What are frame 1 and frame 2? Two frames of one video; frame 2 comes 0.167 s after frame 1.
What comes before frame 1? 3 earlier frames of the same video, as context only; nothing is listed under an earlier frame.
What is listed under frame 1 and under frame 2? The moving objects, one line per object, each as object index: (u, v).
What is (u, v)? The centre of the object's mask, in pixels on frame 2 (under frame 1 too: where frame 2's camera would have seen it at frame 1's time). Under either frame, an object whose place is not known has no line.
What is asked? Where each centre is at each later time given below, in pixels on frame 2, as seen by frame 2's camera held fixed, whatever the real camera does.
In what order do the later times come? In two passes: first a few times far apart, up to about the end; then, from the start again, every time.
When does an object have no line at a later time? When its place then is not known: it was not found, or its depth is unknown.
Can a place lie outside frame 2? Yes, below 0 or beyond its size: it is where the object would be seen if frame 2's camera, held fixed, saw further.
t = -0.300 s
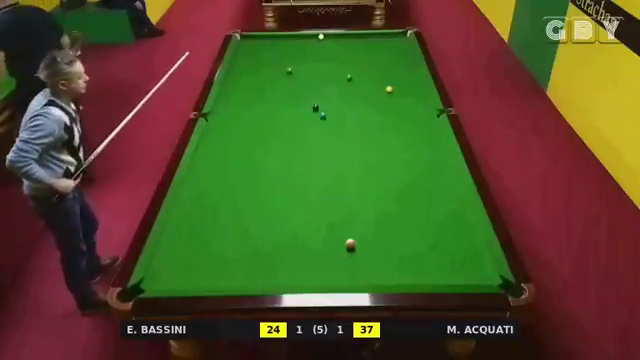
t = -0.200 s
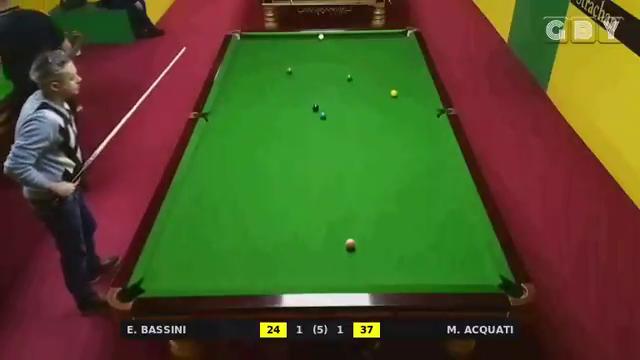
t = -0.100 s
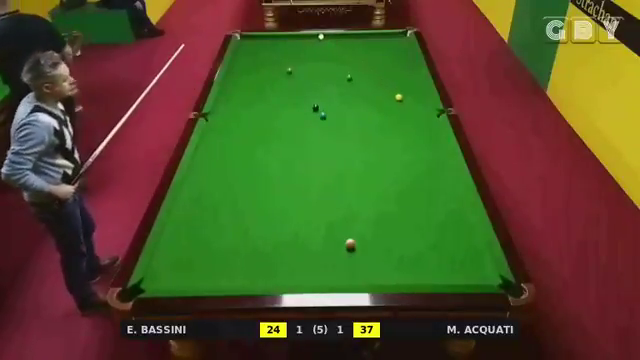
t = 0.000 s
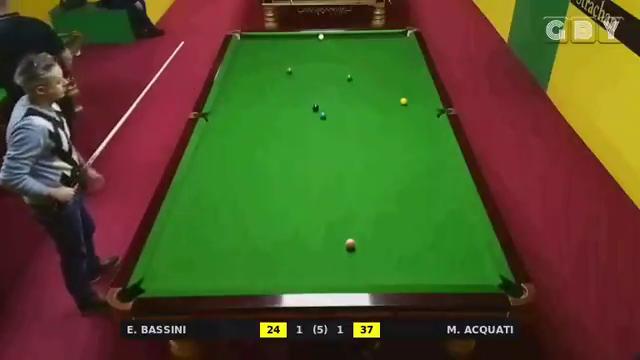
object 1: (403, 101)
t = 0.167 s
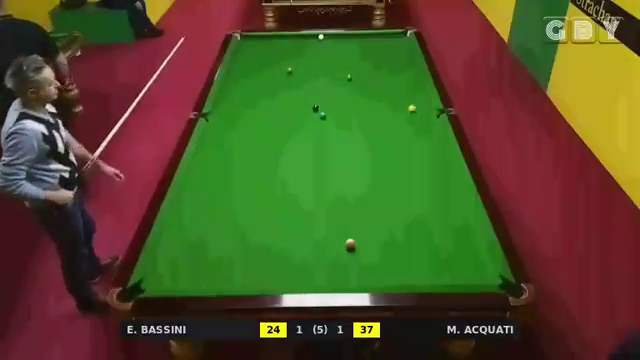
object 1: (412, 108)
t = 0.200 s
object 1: (413, 109)
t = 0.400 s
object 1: (424, 118)
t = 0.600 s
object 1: (435, 128)
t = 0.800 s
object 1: (439, 136)
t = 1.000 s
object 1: (438, 144)
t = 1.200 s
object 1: (436, 152)
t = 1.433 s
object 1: (434, 161)
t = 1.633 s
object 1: (433, 169)
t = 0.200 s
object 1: (413, 109)
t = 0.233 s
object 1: (415, 111)
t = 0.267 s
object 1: (417, 112)
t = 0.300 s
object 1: (418, 114)
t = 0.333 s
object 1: (420, 115)
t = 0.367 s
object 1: (422, 117)
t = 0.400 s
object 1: (424, 118)
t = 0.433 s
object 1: (425, 120)
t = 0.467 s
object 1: (427, 121)
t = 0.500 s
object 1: (429, 123)
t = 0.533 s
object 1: (431, 125)
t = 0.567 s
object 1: (433, 126)
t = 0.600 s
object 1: (435, 128)
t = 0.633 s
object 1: (436, 129)
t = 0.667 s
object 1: (438, 131)
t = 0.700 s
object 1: (440, 132)
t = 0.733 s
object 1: (439, 133)
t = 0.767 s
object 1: (439, 135)
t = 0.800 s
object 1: (439, 136)
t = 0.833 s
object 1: (439, 137)
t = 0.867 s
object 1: (439, 138)
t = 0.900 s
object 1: (439, 140)
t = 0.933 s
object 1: (438, 141)
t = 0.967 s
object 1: (438, 143)
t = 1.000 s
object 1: (438, 144)
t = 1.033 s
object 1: (438, 145)
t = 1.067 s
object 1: (438, 146)
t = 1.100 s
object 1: (437, 148)
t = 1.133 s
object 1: (437, 149)
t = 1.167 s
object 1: (437, 150)
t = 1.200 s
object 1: (436, 152)
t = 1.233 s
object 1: (436, 153)
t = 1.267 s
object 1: (436, 154)
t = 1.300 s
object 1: (436, 156)
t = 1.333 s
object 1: (435, 157)
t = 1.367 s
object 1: (435, 158)
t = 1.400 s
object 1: (435, 160)
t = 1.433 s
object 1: (434, 161)
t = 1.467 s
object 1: (434, 162)
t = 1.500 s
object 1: (434, 164)
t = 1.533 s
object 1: (433, 165)
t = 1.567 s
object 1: (433, 166)
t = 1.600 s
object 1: (433, 168)
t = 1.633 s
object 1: (433, 169)
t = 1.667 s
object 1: (432, 170)
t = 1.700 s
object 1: (432, 171)
